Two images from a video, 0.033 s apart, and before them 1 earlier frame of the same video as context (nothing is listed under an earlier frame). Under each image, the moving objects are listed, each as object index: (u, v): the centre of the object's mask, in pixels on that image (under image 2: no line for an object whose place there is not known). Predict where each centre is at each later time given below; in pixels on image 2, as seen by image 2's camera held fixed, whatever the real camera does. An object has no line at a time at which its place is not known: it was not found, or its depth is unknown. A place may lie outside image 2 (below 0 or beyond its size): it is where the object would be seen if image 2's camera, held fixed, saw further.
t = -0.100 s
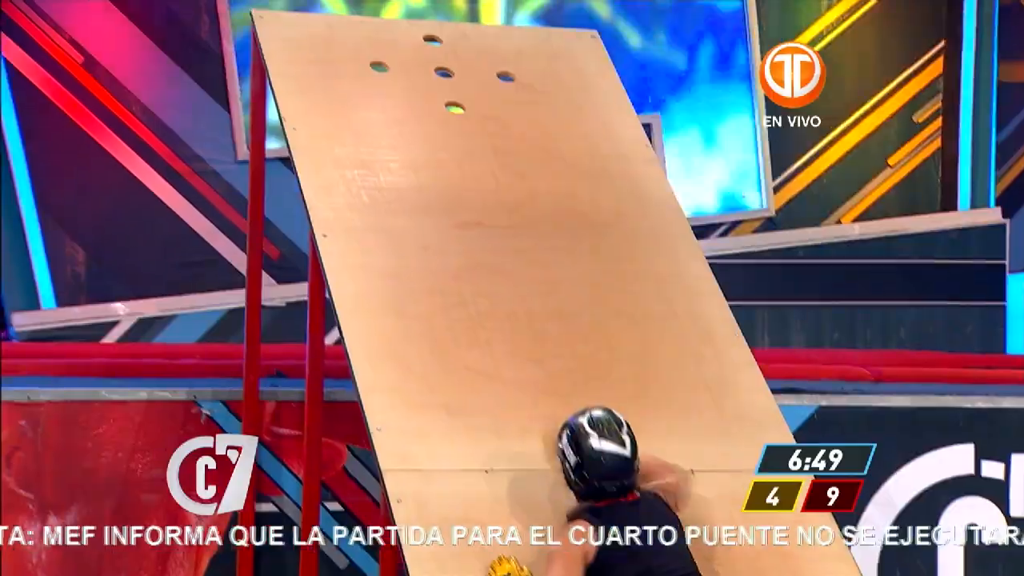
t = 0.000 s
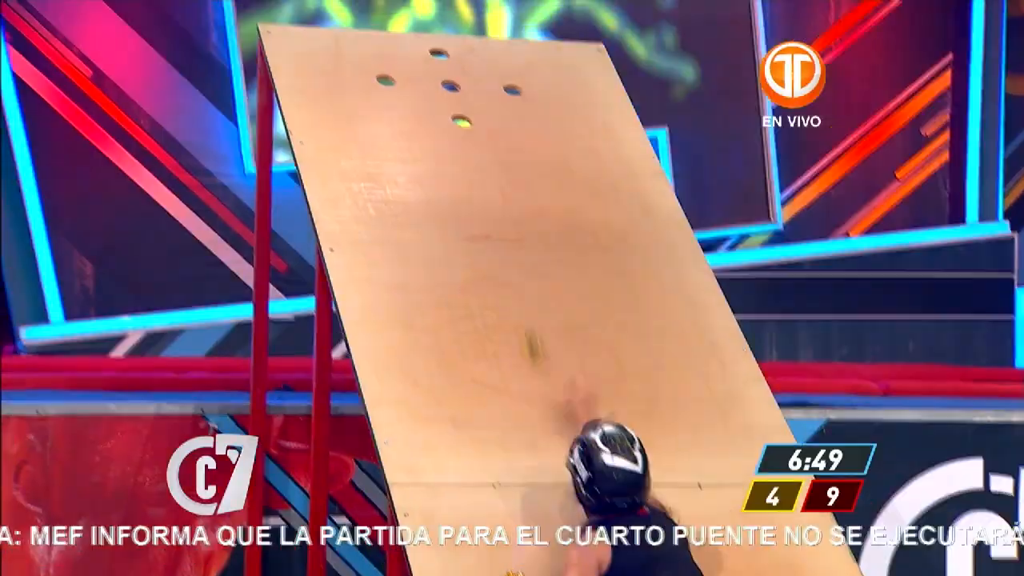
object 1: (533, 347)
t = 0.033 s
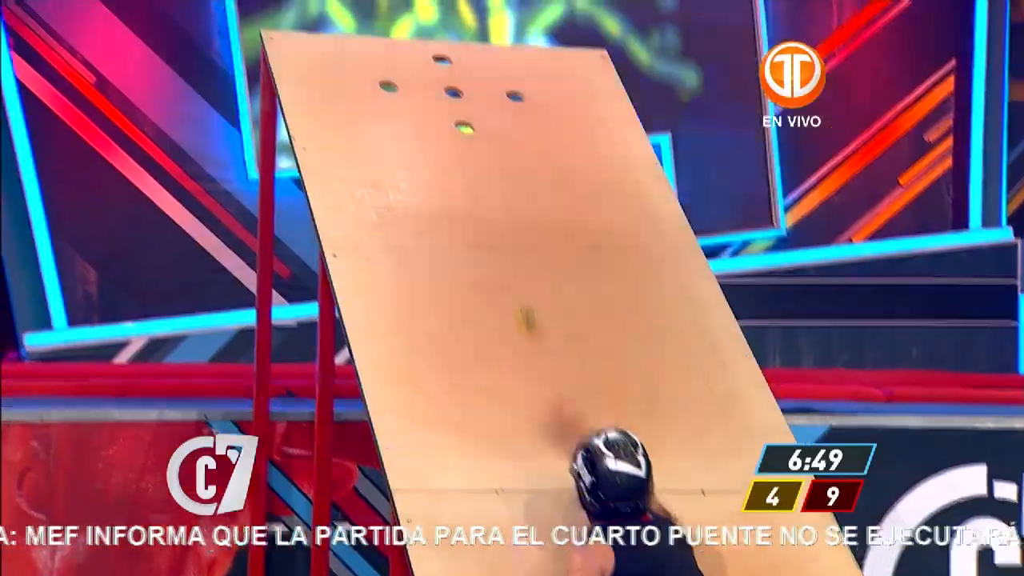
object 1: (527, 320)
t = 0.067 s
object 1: (518, 289)
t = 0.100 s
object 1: (512, 261)
